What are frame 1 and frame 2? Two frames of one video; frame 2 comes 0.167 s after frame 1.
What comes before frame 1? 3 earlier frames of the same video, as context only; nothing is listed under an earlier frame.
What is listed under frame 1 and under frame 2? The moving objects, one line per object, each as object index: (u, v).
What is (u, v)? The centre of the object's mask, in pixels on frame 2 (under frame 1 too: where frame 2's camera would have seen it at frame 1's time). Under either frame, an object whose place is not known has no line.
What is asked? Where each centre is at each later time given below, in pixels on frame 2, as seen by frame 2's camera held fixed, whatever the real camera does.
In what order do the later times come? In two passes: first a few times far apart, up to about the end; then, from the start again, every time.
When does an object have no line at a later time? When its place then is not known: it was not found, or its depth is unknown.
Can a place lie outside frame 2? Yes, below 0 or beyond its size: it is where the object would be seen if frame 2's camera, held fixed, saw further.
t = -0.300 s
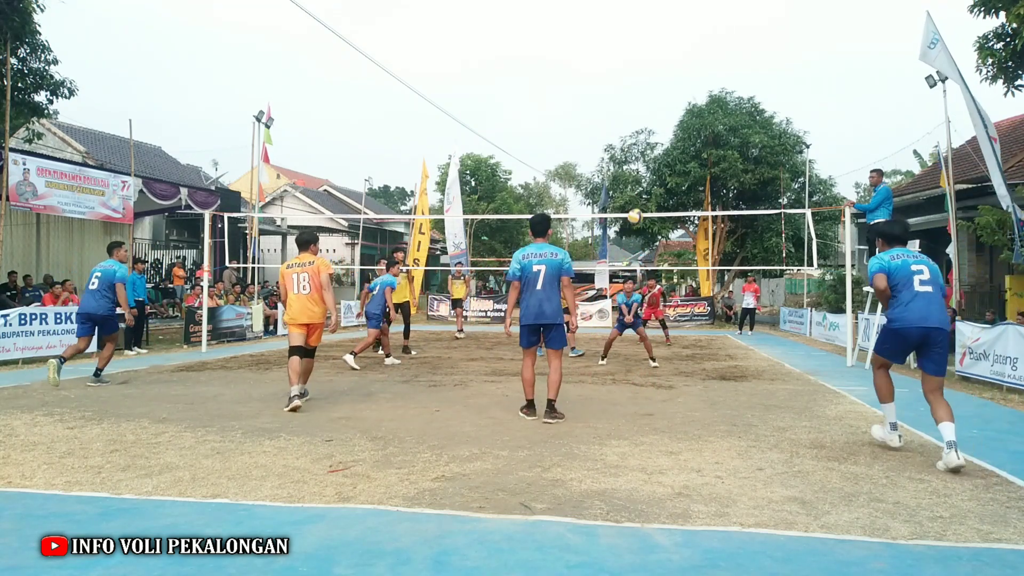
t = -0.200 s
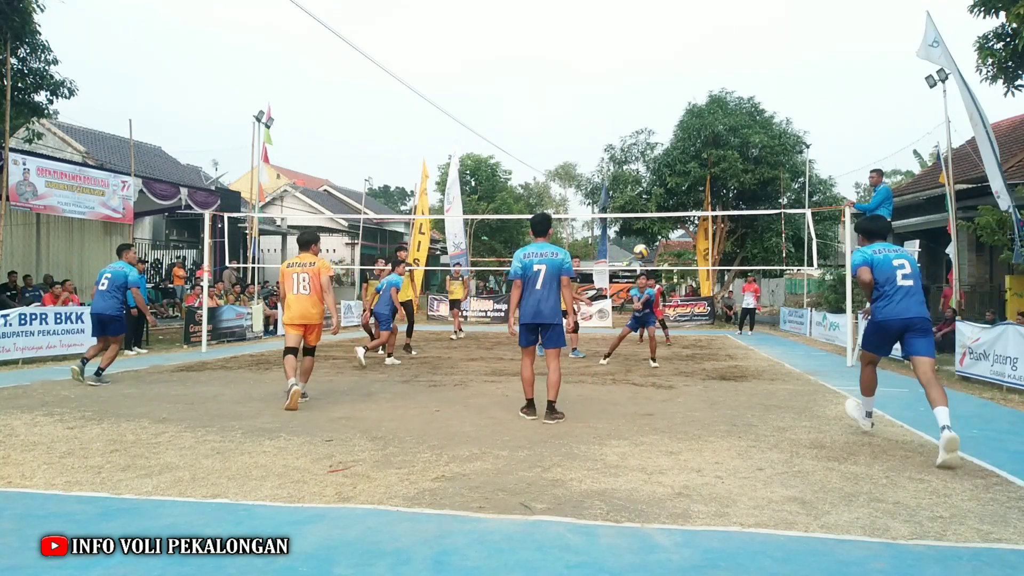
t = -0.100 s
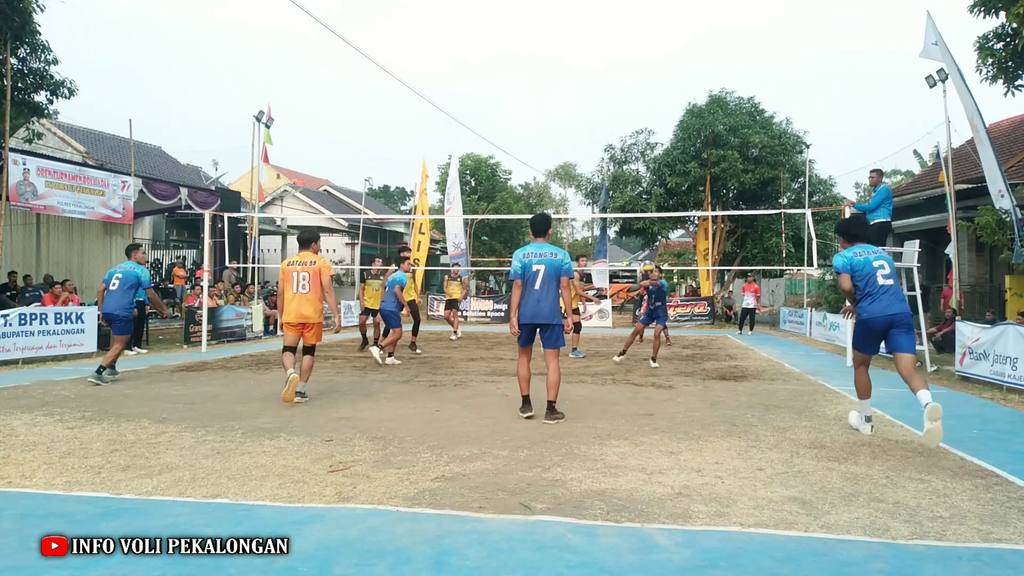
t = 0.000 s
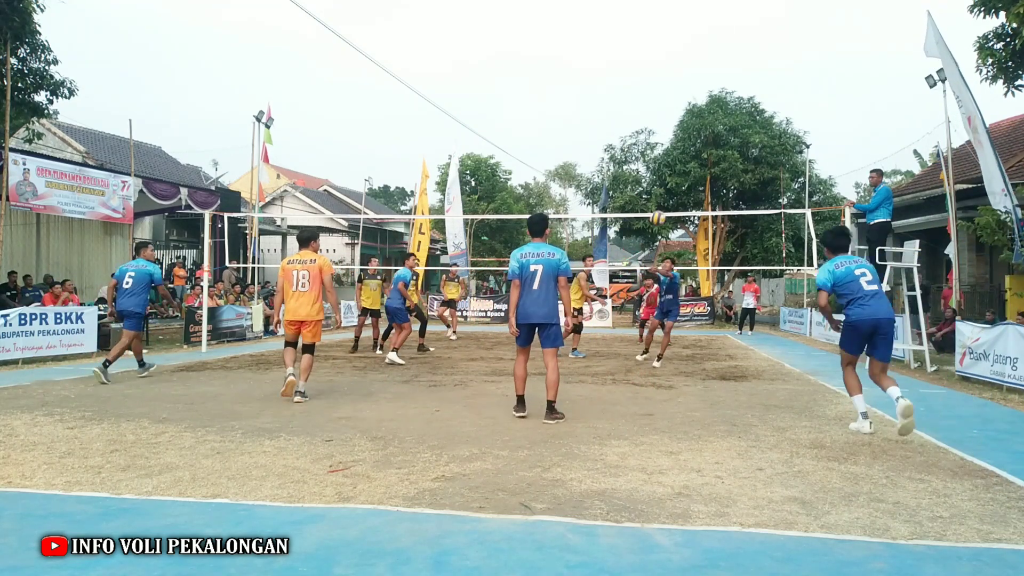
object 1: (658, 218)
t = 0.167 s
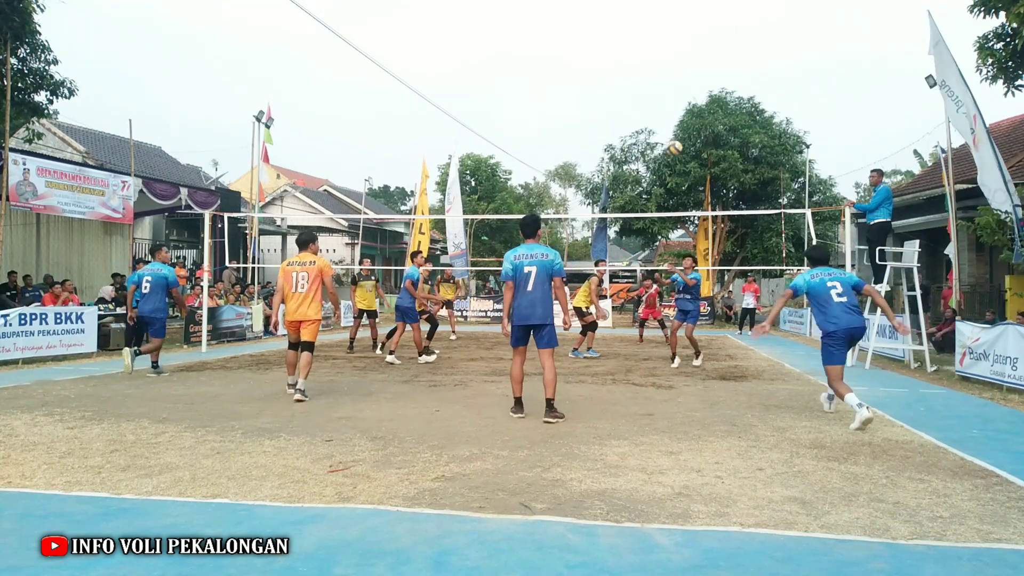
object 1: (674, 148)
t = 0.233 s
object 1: (681, 125)
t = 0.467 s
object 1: (703, 68)
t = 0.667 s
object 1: (722, 48)
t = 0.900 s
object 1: (745, 62)
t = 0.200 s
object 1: (677, 136)
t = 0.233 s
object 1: (681, 125)
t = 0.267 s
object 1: (684, 114)
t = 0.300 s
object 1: (687, 105)
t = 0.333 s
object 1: (690, 97)
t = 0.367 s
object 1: (694, 88)
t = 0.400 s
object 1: (697, 81)
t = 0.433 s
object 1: (700, 74)
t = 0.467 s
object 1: (703, 68)
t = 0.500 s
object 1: (706, 63)
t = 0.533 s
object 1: (709, 58)
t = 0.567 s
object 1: (713, 54)
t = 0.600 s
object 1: (716, 52)
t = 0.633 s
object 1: (719, 49)
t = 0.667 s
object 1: (722, 48)
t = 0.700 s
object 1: (725, 47)
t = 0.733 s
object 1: (729, 48)
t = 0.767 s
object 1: (732, 49)
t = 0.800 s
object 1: (736, 51)
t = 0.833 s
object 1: (739, 54)
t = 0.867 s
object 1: (742, 57)
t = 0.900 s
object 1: (745, 62)
